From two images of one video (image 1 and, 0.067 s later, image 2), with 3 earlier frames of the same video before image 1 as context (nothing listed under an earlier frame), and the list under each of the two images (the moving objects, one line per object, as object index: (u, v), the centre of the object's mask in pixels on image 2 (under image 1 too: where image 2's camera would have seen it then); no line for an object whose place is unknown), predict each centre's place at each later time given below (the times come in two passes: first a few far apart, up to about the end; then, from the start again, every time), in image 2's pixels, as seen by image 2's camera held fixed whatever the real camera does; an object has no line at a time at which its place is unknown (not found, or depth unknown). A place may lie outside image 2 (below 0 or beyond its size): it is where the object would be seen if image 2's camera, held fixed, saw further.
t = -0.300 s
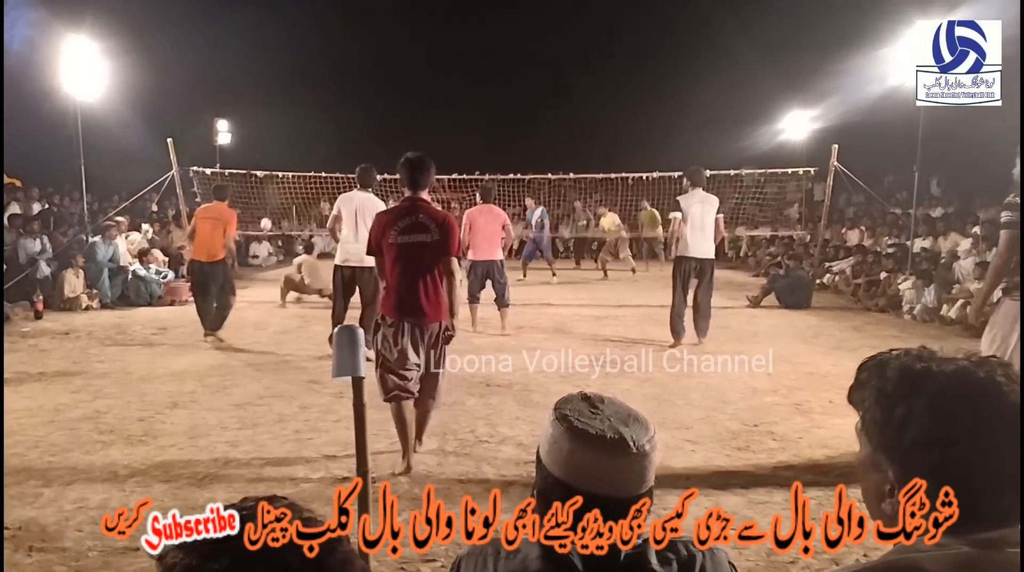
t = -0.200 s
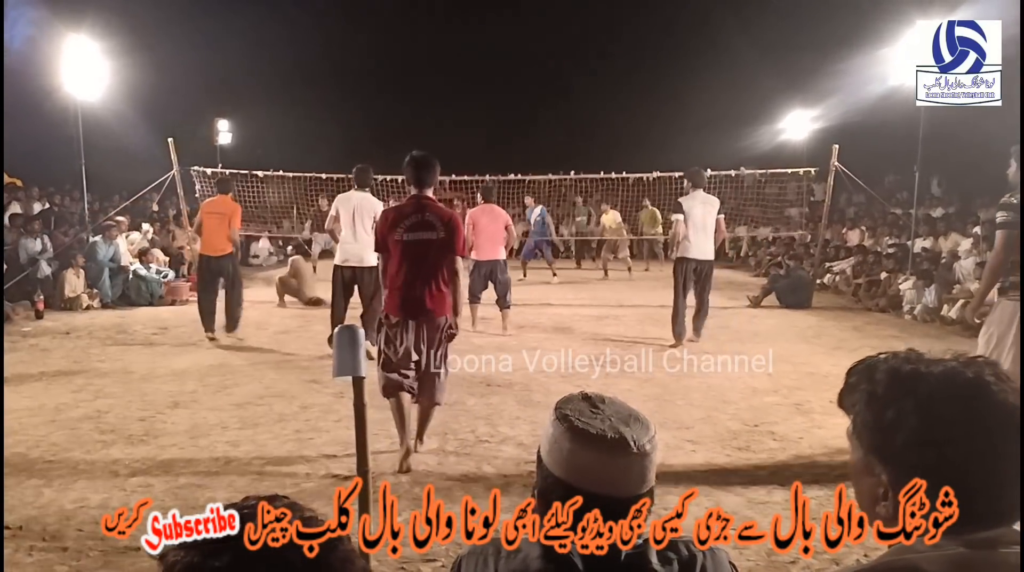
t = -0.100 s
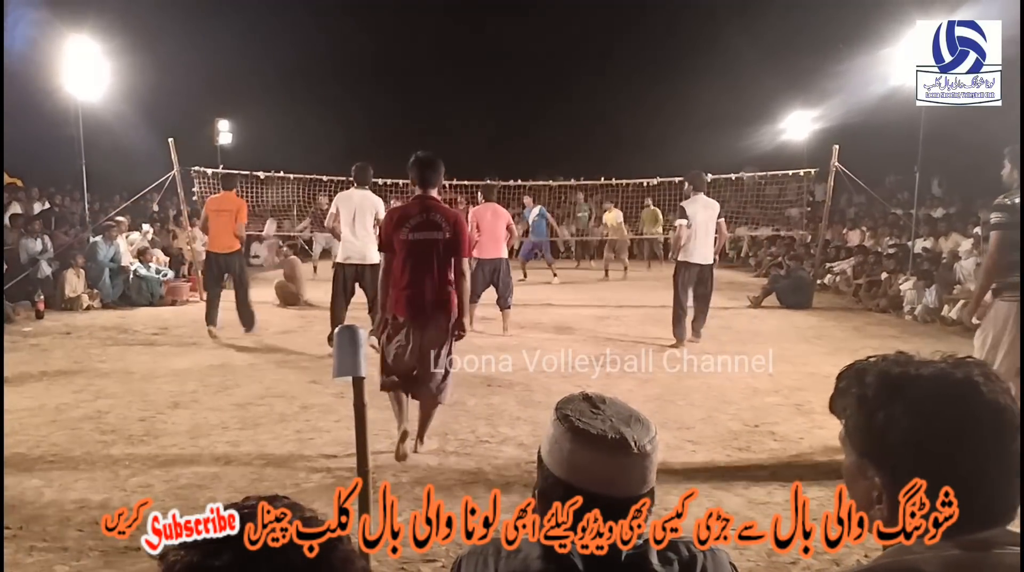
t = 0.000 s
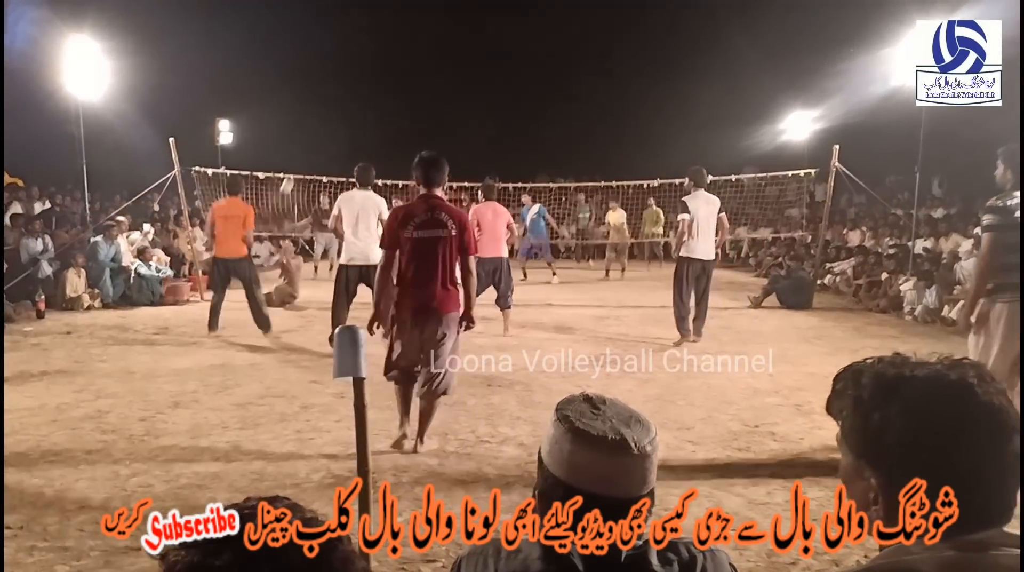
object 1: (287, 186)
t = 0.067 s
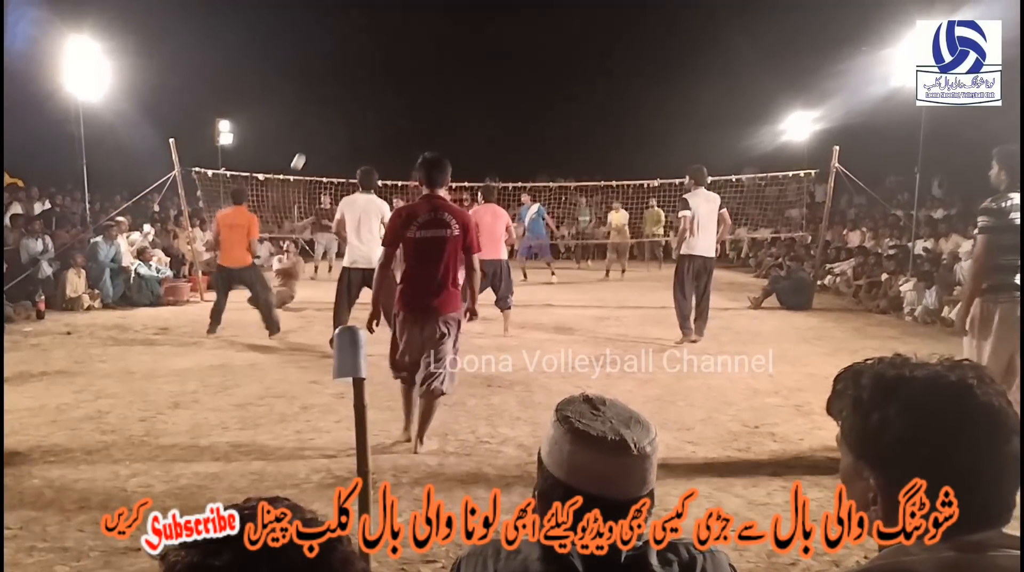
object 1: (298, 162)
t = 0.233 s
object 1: (327, 112)
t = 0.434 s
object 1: (365, 78)
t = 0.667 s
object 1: (411, 78)
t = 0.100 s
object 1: (304, 151)
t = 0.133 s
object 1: (309, 140)
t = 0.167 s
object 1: (315, 130)
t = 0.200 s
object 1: (321, 121)
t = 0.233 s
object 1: (327, 112)
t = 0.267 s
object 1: (333, 104)
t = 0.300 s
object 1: (339, 98)
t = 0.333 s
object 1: (346, 92)
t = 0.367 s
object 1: (352, 86)
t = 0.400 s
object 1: (358, 82)
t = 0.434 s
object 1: (365, 78)
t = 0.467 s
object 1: (371, 75)
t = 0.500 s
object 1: (378, 74)
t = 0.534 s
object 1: (384, 73)
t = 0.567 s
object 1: (391, 72)
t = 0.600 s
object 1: (397, 73)
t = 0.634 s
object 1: (404, 75)
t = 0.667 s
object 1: (411, 78)
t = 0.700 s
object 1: (418, 81)
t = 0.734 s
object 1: (425, 86)
